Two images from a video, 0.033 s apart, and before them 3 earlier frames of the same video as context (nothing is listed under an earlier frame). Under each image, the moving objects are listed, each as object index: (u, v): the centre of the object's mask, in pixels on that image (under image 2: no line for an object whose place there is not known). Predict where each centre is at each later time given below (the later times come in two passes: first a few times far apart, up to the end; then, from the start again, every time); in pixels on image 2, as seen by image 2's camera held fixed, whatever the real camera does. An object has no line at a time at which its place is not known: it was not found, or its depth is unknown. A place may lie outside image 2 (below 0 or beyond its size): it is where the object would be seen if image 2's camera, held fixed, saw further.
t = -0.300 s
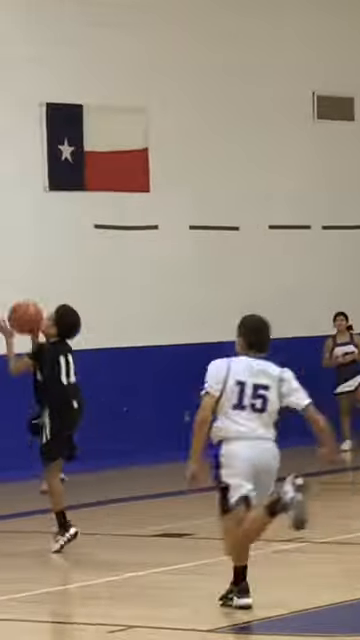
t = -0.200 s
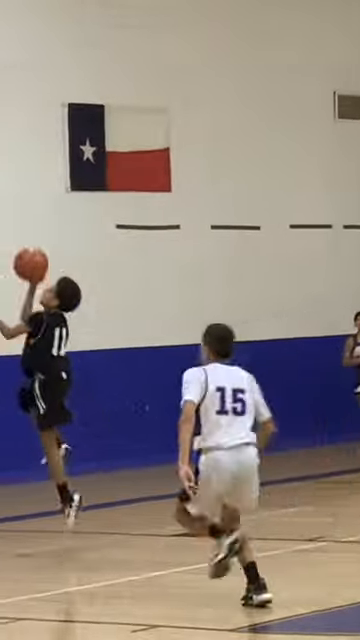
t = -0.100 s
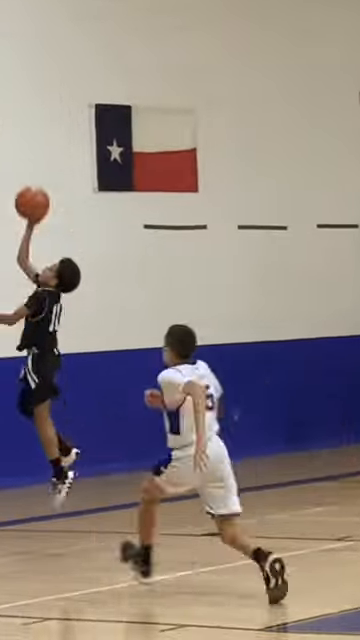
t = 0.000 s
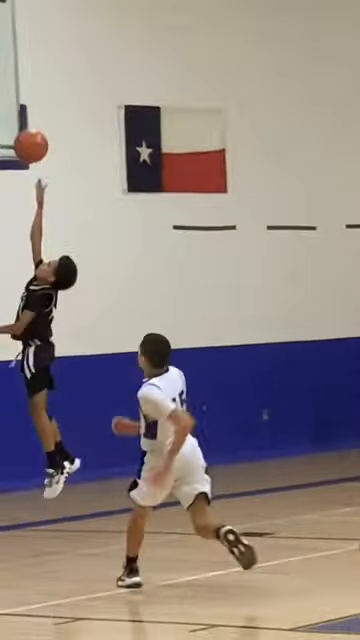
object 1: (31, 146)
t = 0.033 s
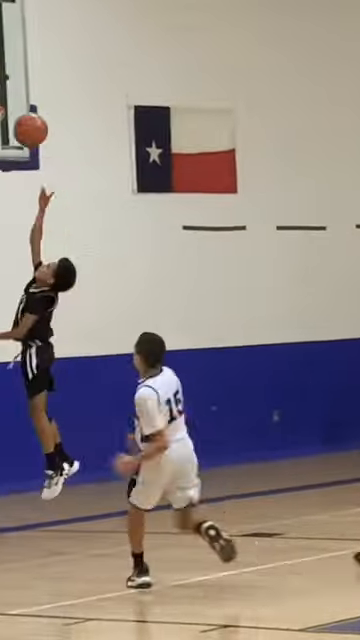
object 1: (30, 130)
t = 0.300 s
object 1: (-26, 62)
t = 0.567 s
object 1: (-23, 96)
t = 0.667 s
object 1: (-21, 131)
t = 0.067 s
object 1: (22, 116)
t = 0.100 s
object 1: (11, 102)
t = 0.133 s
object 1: (-1, 91)
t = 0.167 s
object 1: (-11, 81)
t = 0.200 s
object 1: (-21, 72)
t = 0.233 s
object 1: (-26, 67)
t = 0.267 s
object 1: (-26, 63)
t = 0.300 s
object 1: (-26, 62)
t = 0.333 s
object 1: (-26, 61)
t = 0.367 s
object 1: (-27, 62)
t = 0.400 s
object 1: (-26, 65)
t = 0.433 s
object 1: (-26, 69)
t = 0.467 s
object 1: (-26, 75)
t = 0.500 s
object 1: (-24, 82)
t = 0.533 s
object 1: (-23, 91)
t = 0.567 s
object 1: (-23, 96)
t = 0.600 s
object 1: (-20, 115)
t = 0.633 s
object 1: (-20, 125)
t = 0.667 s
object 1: (-21, 131)
